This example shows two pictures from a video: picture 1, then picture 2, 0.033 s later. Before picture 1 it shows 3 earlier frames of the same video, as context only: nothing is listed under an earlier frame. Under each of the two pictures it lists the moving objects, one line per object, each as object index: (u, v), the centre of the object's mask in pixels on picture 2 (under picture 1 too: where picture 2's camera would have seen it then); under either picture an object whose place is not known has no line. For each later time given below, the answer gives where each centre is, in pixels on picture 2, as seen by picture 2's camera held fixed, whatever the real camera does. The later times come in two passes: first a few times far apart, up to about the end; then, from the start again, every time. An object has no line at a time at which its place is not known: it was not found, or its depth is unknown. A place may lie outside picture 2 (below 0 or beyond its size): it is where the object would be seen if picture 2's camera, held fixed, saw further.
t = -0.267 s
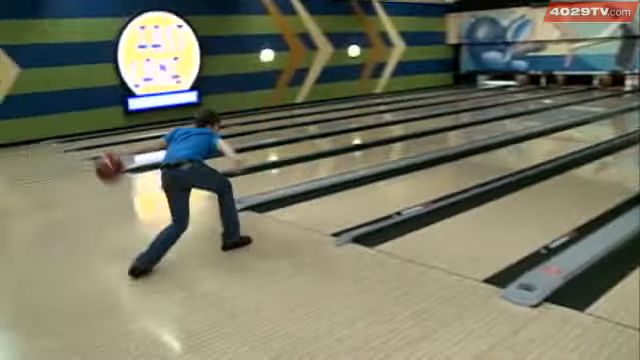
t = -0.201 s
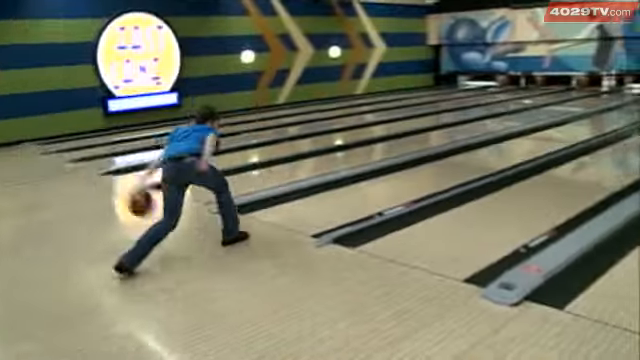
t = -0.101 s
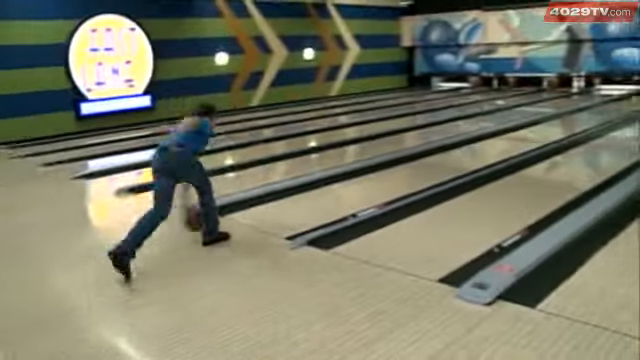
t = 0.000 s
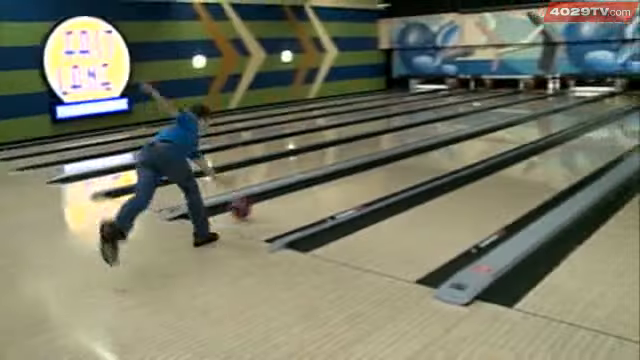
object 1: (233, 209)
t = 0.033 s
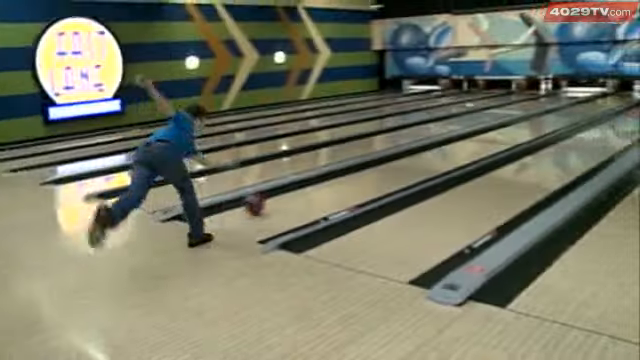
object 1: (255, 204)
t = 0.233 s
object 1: (351, 175)
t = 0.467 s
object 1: (426, 151)
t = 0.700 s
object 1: (477, 134)
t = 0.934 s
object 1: (516, 122)
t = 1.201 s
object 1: (549, 111)
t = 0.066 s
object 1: (273, 199)
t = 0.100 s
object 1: (291, 193)
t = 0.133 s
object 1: (308, 188)
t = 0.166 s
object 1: (323, 183)
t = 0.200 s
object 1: (338, 179)
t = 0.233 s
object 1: (351, 175)
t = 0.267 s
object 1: (364, 171)
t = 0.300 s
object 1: (376, 166)
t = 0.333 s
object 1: (387, 163)
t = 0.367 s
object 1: (397, 160)
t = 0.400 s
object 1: (408, 156)
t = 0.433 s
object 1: (417, 153)
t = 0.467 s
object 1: (426, 151)
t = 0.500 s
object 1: (435, 147)
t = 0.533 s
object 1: (443, 145)
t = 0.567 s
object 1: (450, 142)
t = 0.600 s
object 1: (458, 140)
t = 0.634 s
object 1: (465, 138)
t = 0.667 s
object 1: (472, 136)
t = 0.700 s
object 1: (477, 134)
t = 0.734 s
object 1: (484, 132)
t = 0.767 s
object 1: (490, 130)
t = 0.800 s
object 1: (495, 128)
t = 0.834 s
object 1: (501, 126)
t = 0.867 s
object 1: (507, 124)
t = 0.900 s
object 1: (511, 123)
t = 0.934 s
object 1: (516, 122)
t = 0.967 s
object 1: (521, 120)
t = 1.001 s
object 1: (527, 118)
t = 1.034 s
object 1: (529, 117)
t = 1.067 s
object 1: (533, 116)
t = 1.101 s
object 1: (538, 115)
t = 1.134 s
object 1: (542, 114)
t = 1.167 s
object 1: (546, 112)
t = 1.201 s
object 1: (549, 111)
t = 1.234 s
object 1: (552, 110)
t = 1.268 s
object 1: (556, 109)
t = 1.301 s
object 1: (559, 108)
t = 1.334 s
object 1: (562, 107)
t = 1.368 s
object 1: (564, 106)
